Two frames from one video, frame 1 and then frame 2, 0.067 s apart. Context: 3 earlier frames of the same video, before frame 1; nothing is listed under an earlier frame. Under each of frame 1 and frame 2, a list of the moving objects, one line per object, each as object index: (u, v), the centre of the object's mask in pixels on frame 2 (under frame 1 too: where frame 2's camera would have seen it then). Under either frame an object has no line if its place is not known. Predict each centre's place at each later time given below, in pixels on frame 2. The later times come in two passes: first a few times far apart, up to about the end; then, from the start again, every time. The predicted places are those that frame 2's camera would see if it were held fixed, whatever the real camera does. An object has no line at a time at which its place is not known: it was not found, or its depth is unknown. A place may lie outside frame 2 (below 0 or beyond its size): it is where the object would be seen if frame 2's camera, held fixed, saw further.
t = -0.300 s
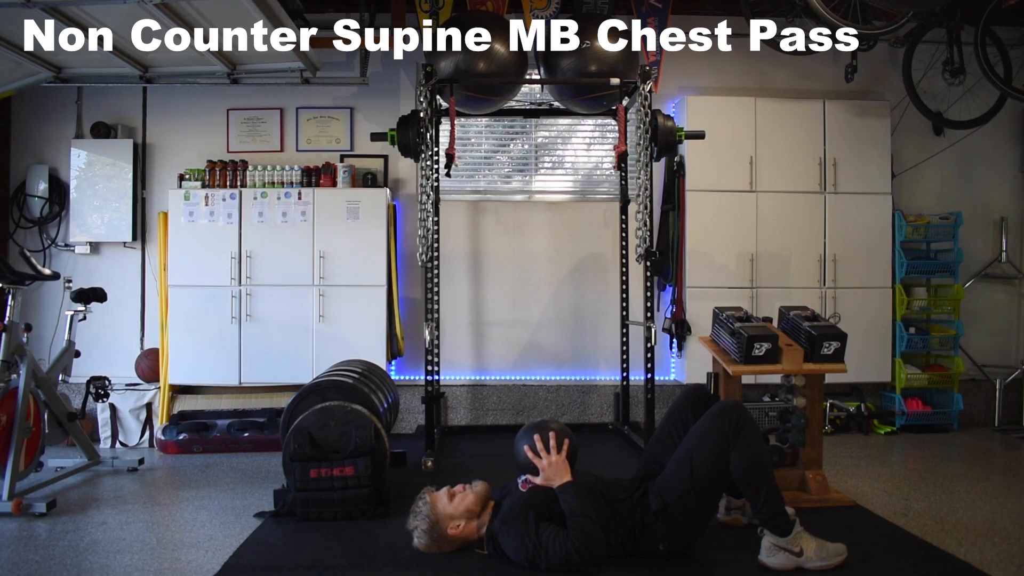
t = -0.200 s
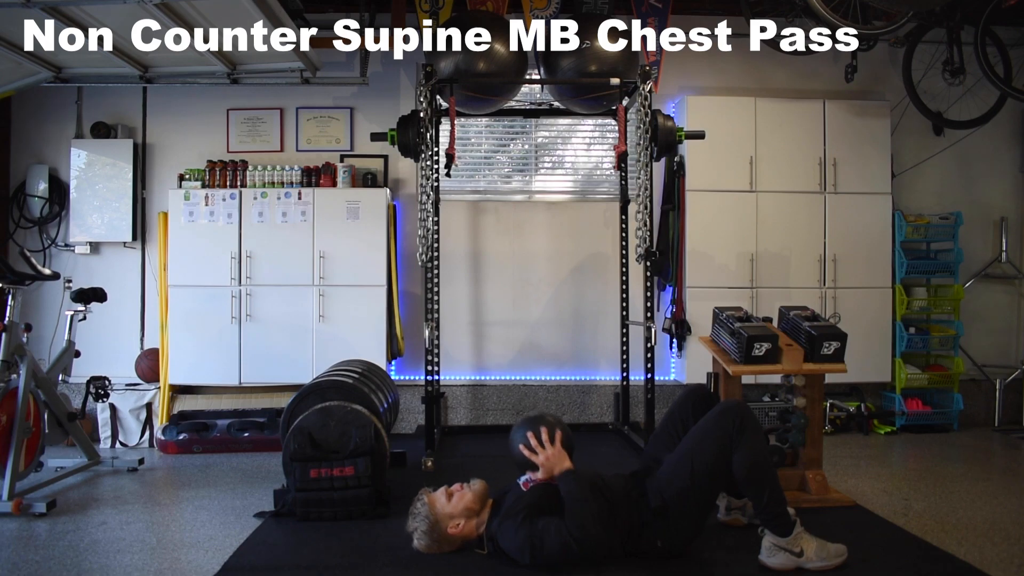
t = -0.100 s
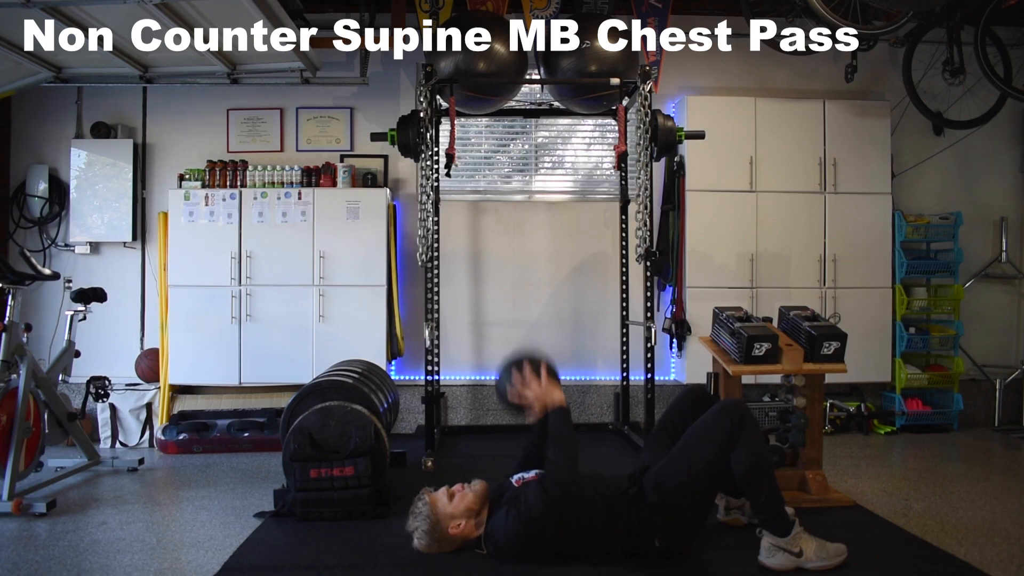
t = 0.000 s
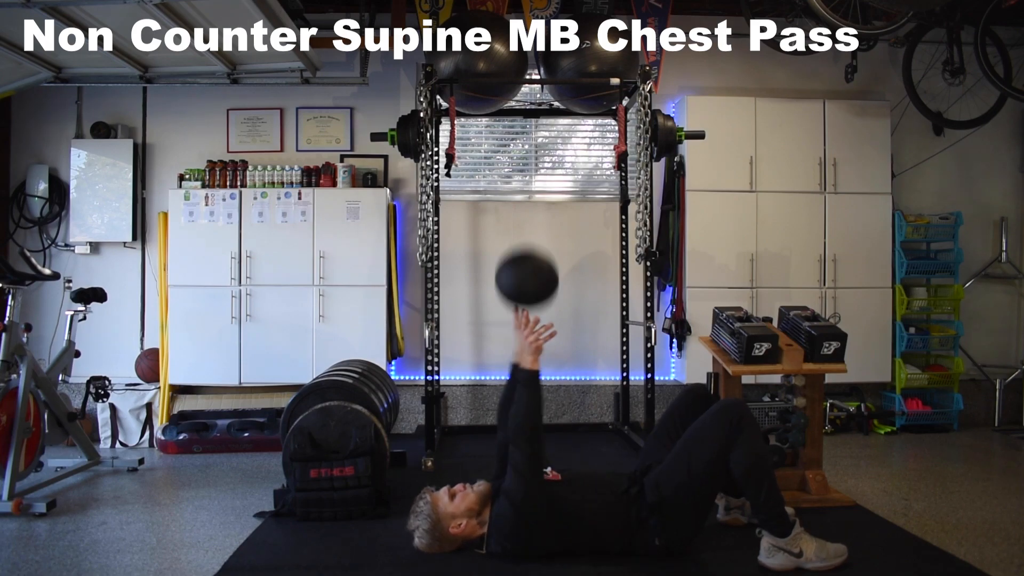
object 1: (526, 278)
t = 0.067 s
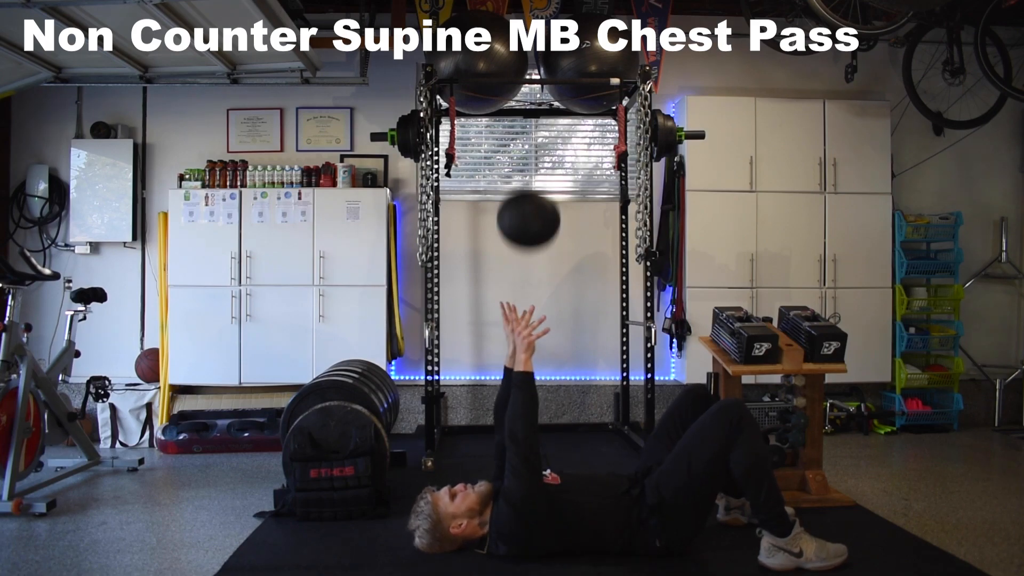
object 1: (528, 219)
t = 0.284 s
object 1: (533, 111)
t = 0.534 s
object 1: (537, 151)
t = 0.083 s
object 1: (528, 207)
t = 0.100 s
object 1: (529, 194)
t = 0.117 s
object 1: (529, 183)
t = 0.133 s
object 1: (530, 172)
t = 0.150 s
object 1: (530, 162)
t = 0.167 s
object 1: (531, 153)
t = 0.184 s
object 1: (531, 144)
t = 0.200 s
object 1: (532, 137)
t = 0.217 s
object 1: (532, 131)
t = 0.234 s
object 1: (532, 125)
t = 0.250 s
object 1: (533, 120)
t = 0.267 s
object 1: (533, 115)
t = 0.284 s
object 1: (533, 111)
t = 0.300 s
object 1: (533, 109)
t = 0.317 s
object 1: (534, 107)
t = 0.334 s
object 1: (534, 105)
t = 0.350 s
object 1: (534, 105)
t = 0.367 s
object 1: (534, 105)
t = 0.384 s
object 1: (535, 106)
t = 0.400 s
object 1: (535, 108)
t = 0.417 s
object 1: (535, 110)
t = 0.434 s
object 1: (536, 114)
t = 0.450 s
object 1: (536, 118)
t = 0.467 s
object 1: (536, 123)
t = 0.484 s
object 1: (536, 129)
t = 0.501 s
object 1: (537, 136)
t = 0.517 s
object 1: (537, 142)
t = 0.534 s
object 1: (537, 151)
